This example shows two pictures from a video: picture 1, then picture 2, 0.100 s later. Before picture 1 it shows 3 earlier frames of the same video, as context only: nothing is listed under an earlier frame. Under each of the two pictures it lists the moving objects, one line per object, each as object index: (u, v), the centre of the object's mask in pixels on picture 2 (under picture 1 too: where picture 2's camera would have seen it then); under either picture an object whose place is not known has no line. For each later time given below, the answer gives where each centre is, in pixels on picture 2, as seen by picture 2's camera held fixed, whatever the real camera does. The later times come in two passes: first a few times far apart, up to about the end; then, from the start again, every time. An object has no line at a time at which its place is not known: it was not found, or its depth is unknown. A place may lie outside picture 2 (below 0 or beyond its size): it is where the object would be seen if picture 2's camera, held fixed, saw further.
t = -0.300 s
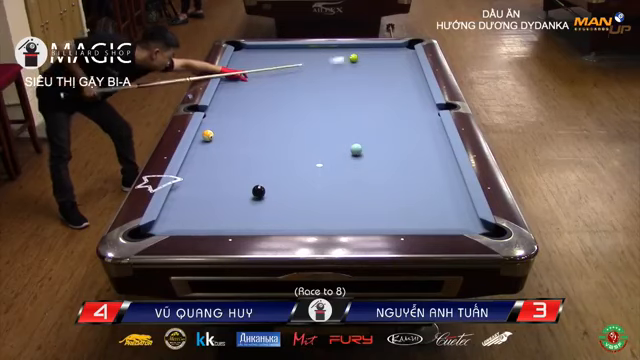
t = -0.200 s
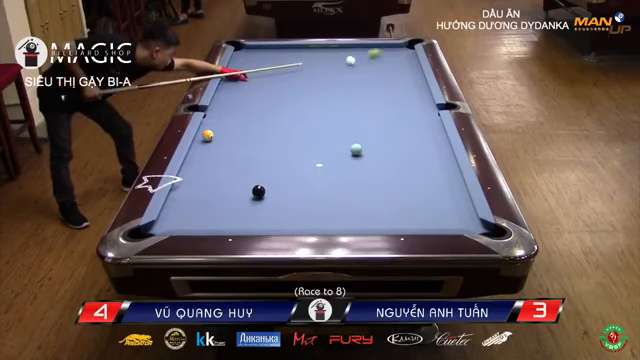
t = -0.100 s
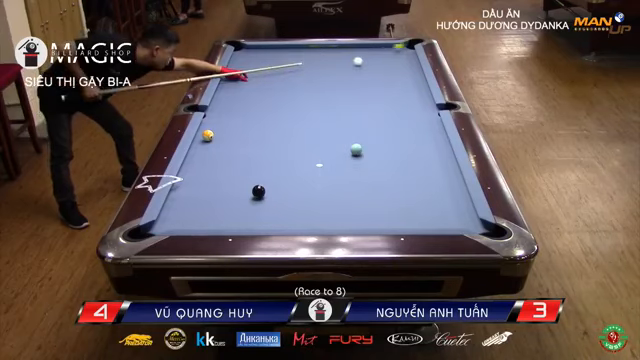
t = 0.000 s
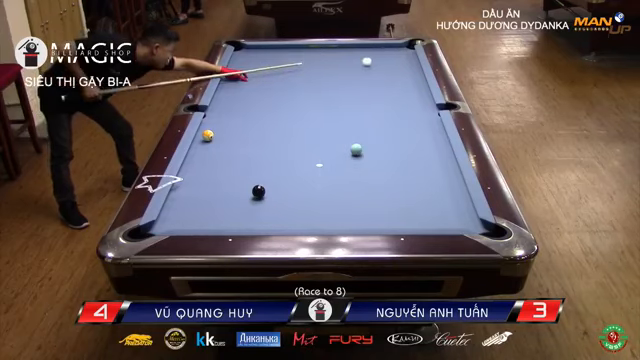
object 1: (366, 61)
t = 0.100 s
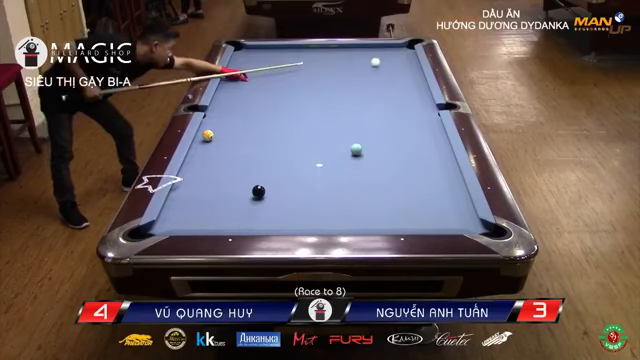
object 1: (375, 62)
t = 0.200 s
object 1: (384, 62)
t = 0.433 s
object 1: (404, 63)
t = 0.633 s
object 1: (413, 65)
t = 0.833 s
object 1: (406, 68)
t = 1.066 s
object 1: (398, 71)
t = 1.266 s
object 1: (392, 74)
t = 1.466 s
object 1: (385, 76)
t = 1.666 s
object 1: (379, 79)
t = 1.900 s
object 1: (372, 82)
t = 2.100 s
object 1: (366, 84)
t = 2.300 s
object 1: (360, 87)
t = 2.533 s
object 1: (354, 89)
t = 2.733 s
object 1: (348, 91)
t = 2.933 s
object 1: (343, 93)
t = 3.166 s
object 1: (338, 96)
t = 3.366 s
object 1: (333, 98)
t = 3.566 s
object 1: (329, 99)
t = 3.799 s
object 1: (324, 101)
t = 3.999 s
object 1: (321, 102)
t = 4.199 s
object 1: (318, 103)
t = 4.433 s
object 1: (314, 104)
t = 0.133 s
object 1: (378, 62)
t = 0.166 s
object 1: (381, 62)
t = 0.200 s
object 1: (384, 62)
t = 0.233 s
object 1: (387, 62)
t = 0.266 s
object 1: (390, 63)
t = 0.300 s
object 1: (392, 63)
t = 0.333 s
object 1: (395, 63)
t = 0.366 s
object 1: (398, 63)
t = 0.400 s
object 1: (401, 63)
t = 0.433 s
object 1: (404, 63)
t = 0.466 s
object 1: (406, 64)
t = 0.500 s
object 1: (409, 63)
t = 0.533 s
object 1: (412, 64)
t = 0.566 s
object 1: (415, 64)
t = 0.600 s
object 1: (415, 64)
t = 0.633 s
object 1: (413, 65)
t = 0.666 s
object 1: (412, 65)
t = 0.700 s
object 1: (411, 66)
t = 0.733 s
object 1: (410, 66)
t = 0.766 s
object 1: (409, 67)
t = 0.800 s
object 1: (408, 67)
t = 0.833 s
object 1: (406, 68)
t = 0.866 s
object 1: (405, 68)
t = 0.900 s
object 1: (404, 68)
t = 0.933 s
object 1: (403, 69)
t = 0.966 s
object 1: (402, 69)
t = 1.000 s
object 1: (401, 70)
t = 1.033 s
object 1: (400, 70)
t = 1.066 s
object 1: (398, 71)
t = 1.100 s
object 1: (397, 71)
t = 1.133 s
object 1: (396, 72)
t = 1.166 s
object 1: (395, 72)
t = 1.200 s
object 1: (394, 72)
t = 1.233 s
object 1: (393, 73)
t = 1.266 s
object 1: (392, 74)
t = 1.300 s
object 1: (391, 74)
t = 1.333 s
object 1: (390, 75)
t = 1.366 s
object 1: (388, 75)
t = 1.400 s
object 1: (387, 75)
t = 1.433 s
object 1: (386, 76)
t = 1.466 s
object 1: (385, 76)
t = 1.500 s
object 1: (384, 77)
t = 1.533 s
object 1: (383, 77)
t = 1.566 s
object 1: (382, 78)
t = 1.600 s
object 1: (381, 78)
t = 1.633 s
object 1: (380, 79)
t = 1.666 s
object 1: (379, 79)
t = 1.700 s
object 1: (378, 79)
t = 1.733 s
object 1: (377, 80)
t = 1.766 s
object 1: (376, 80)
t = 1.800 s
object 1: (375, 80)
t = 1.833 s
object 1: (374, 81)
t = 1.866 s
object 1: (373, 81)
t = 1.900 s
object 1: (372, 82)
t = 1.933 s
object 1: (371, 82)
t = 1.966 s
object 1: (370, 83)
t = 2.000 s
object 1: (369, 83)
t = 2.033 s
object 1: (368, 84)
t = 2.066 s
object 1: (367, 84)
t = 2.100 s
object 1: (366, 84)
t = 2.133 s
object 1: (365, 85)
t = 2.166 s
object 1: (364, 85)
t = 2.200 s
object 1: (363, 86)
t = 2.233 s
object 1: (362, 86)
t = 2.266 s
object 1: (361, 86)
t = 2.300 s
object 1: (360, 87)
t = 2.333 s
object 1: (359, 87)
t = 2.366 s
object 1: (358, 87)
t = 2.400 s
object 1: (357, 88)
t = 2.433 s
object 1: (356, 88)
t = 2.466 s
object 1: (356, 89)
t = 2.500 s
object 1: (355, 89)
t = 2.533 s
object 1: (354, 89)
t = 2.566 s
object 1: (353, 90)
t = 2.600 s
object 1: (352, 90)
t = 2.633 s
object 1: (351, 90)
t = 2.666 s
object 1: (350, 91)
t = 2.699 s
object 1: (349, 91)
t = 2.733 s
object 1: (348, 91)
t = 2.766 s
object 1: (348, 92)
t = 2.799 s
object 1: (347, 92)
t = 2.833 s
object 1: (346, 93)
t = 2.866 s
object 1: (345, 93)
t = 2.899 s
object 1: (344, 93)
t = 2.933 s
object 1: (343, 93)
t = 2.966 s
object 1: (343, 93)
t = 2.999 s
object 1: (342, 94)
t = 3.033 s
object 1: (341, 94)
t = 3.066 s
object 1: (340, 95)
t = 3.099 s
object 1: (339, 95)
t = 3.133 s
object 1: (339, 95)
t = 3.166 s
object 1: (338, 96)
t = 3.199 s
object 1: (337, 96)
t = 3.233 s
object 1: (336, 96)
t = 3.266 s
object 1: (336, 97)
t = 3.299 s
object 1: (335, 97)
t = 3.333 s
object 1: (334, 97)
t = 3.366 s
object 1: (333, 98)
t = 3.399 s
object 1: (333, 98)
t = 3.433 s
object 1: (332, 98)
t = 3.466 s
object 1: (331, 98)
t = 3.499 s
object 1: (331, 99)
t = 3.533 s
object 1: (330, 99)
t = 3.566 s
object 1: (329, 99)
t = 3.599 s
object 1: (328, 99)
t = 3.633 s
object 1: (328, 100)
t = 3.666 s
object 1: (327, 100)
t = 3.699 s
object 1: (326, 100)
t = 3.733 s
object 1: (326, 100)
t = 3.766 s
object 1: (325, 101)
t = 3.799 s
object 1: (324, 101)
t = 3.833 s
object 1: (324, 101)
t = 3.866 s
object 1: (323, 101)
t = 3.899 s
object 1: (323, 101)
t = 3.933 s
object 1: (322, 102)
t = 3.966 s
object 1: (321, 102)
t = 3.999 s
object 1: (321, 102)
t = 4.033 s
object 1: (320, 102)
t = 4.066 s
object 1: (320, 102)
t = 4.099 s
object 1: (319, 102)
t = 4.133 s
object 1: (319, 103)
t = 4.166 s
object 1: (318, 103)
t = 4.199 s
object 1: (318, 103)
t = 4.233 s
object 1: (317, 104)
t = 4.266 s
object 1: (317, 104)
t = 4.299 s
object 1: (316, 104)
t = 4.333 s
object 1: (316, 104)
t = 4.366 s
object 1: (315, 104)
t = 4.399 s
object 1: (315, 104)
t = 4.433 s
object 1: (314, 104)
